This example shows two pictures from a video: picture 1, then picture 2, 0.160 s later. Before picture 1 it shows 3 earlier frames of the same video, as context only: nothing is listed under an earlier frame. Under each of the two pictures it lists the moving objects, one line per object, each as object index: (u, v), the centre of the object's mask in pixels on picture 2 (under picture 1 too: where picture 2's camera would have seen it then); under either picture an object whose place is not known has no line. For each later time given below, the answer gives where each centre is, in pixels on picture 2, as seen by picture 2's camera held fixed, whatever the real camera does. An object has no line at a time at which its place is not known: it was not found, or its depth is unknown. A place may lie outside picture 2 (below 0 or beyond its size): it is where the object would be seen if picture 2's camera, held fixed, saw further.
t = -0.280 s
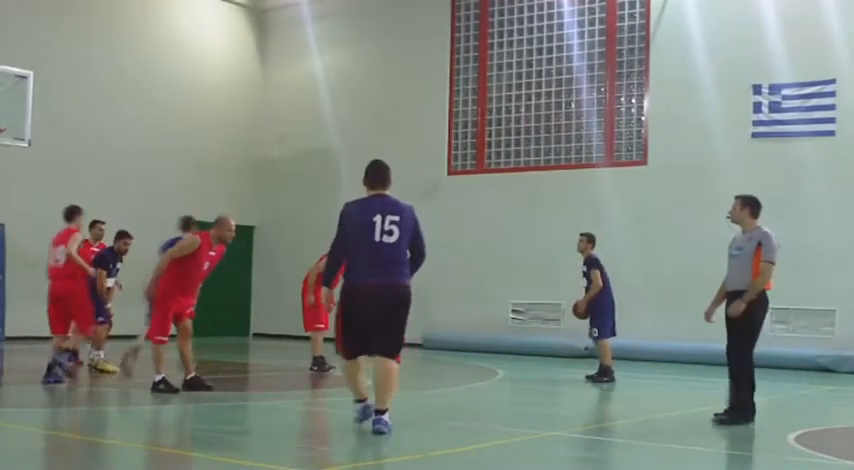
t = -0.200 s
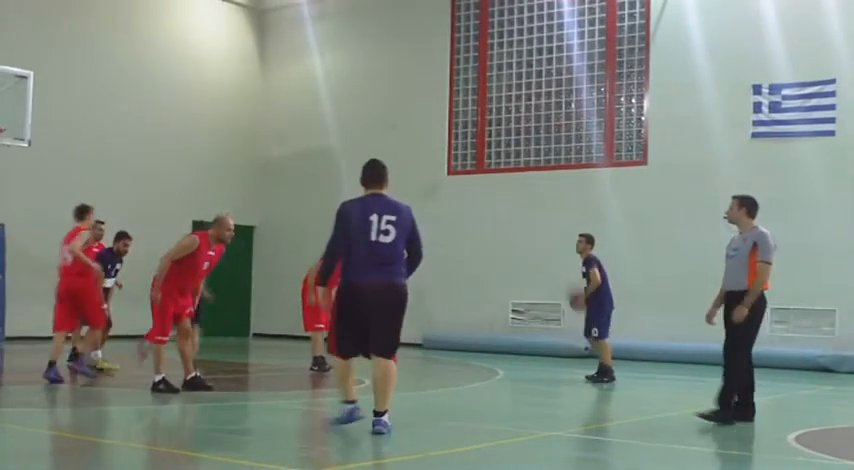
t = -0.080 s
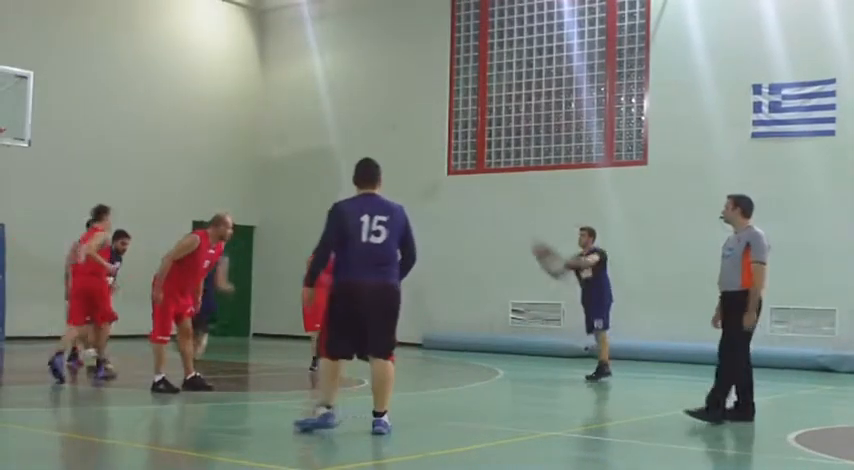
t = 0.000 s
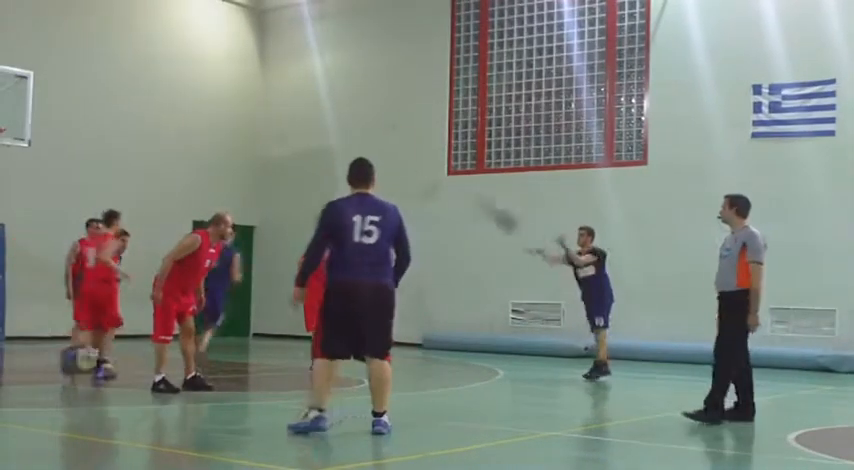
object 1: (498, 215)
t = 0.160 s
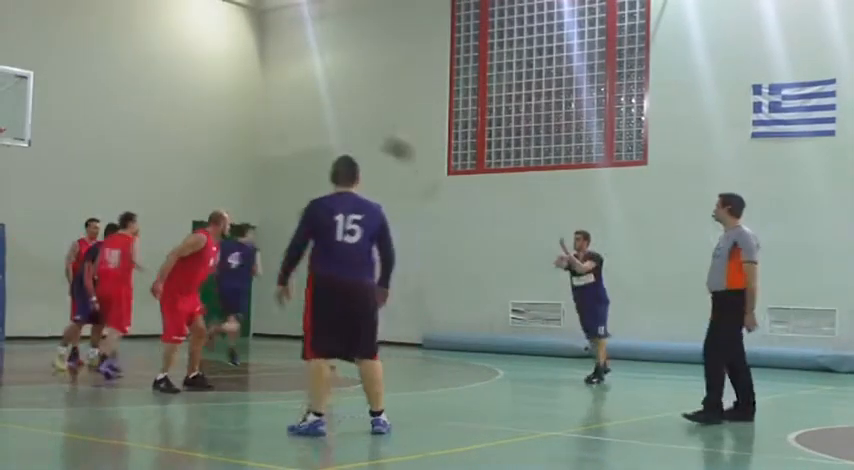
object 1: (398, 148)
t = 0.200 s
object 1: (367, 132)
